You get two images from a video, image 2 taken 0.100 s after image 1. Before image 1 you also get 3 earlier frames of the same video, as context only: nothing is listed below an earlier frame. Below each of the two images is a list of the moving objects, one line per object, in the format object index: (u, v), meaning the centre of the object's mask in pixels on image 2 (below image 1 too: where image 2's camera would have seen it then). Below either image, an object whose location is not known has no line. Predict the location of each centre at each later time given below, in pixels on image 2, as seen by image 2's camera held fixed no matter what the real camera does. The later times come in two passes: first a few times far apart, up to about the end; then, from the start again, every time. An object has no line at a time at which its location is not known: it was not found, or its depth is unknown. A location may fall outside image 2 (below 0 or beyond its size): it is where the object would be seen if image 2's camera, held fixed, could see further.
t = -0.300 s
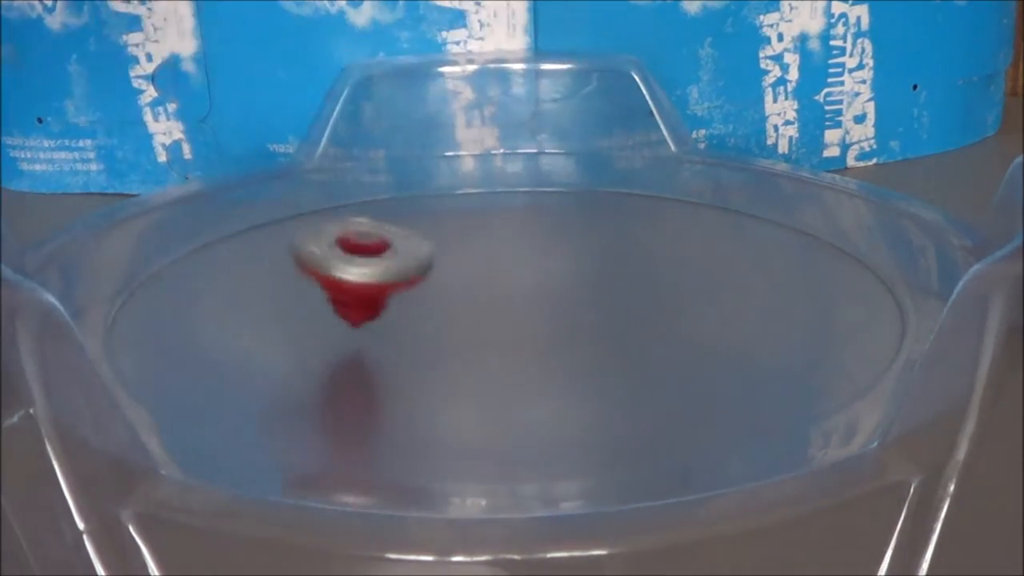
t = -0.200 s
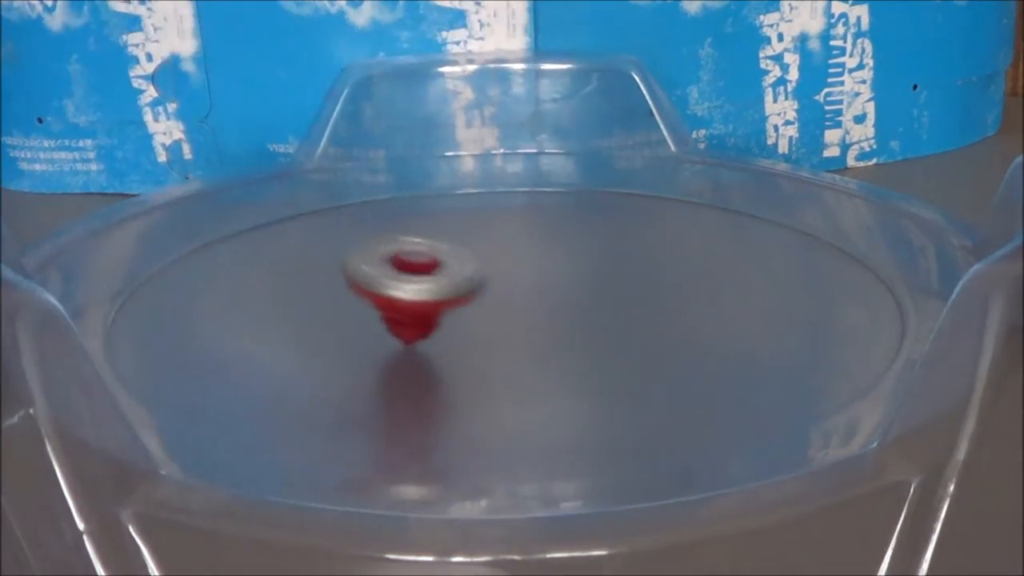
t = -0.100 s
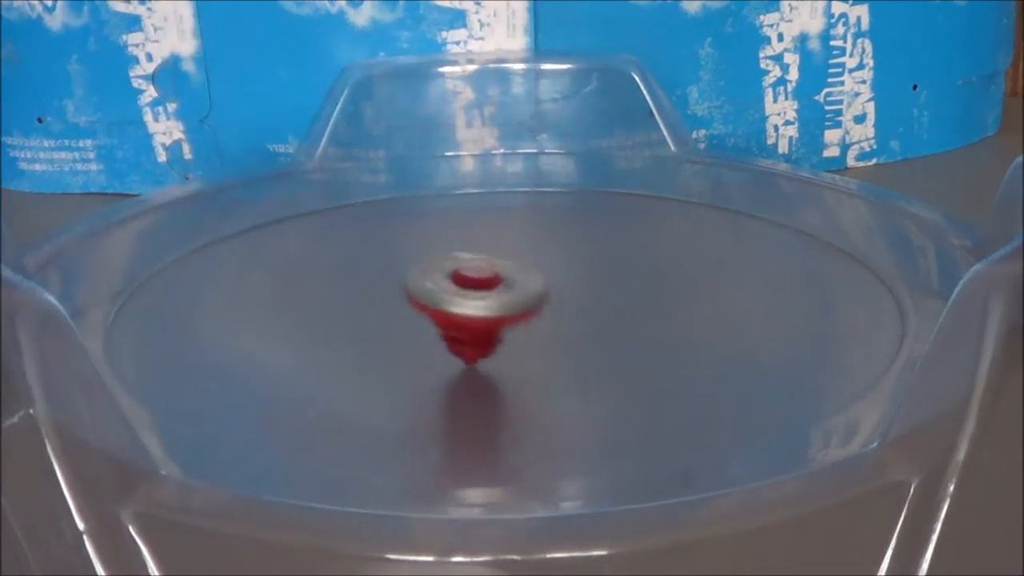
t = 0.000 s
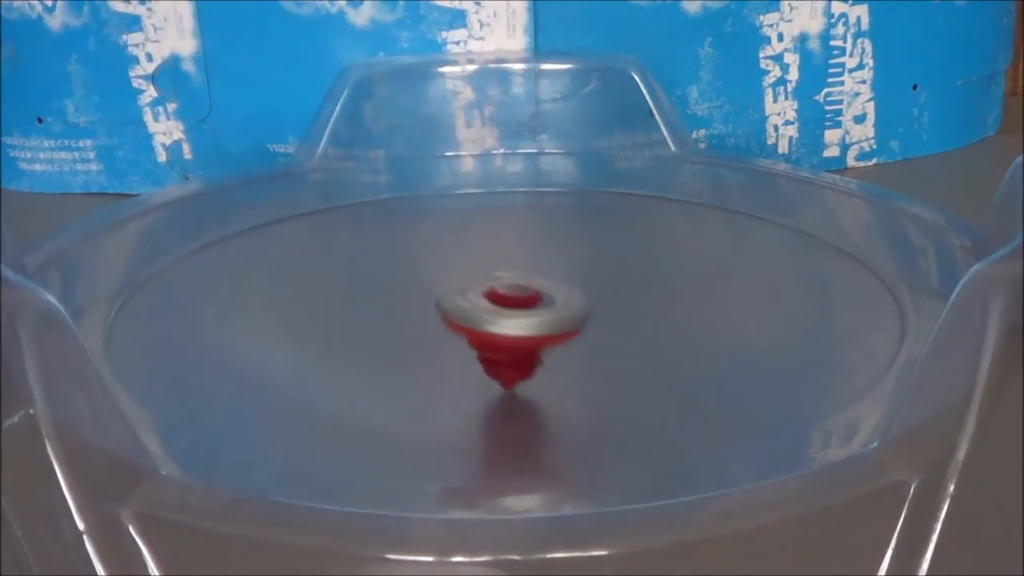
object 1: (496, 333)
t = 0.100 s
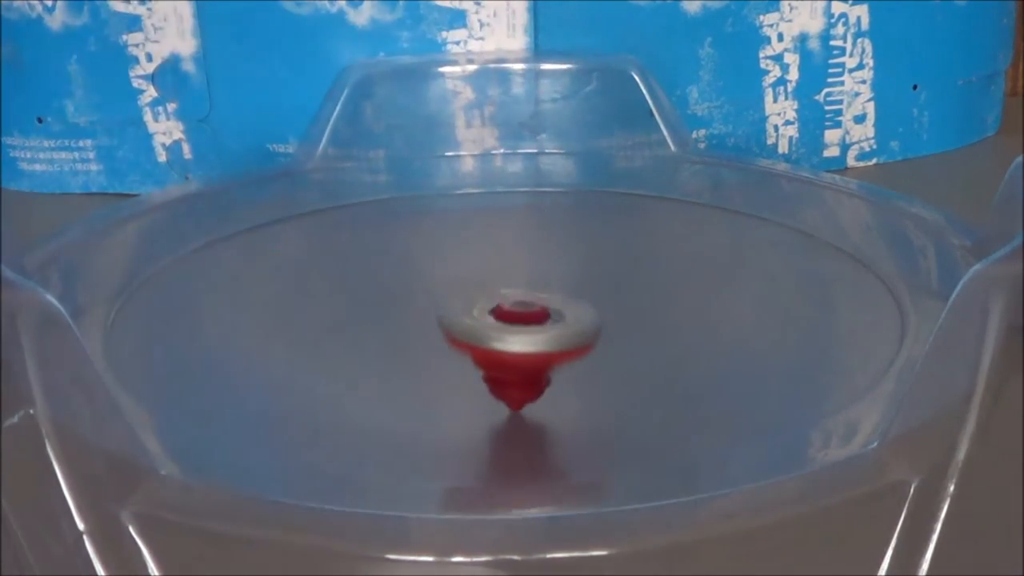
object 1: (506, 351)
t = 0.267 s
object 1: (423, 357)
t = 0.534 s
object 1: (419, 292)
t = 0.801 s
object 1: (693, 260)
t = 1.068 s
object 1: (635, 363)
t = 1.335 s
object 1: (344, 266)
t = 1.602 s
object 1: (557, 161)
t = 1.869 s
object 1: (755, 224)
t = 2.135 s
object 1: (411, 345)
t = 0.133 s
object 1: (497, 354)
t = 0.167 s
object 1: (483, 358)
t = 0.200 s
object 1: (467, 359)
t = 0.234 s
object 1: (446, 359)
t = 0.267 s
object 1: (423, 357)
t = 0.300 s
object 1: (397, 354)
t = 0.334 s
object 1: (375, 347)
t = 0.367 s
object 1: (360, 339)
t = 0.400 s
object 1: (354, 330)
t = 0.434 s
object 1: (363, 319)
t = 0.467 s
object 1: (376, 310)
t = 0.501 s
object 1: (395, 300)
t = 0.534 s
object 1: (419, 292)
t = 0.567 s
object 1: (451, 283)
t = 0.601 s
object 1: (486, 276)
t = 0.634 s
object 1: (522, 266)
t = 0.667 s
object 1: (562, 263)
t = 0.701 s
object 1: (595, 257)
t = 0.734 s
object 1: (633, 256)
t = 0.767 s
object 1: (666, 257)
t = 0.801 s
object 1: (693, 260)
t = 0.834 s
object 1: (722, 266)
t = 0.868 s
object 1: (741, 275)
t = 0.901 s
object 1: (751, 287)
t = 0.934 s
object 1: (755, 300)
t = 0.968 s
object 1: (749, 315)
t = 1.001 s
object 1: (727, 333)
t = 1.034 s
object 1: (684, 351)
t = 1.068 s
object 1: (635, 363)
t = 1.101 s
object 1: (575, 370)
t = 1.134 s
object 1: (515, 372)
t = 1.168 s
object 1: (459, 368)
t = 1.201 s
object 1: (407, 342)
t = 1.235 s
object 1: (371, 326)
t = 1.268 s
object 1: (349, 325)
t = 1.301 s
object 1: (343, 305)
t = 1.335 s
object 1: (344, 266)
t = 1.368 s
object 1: (347, 249)
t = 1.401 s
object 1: (371, 225)
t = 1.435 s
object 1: (390, 209)
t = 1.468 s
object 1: (418, 198)
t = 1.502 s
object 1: (449, 183)
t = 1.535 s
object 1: (483, 175)
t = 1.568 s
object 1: (519, 169)
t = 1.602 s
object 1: (557, 161)
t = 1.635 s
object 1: (590, 161)
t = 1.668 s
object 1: (626, 158)
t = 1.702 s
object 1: (658, 160)
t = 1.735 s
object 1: (691, 166)
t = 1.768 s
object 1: (718, 175)
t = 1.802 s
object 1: (742, 189)
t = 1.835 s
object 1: (755, 201)
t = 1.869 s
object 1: (755, 224)
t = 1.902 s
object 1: (755, 244)
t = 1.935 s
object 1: (740, 269)
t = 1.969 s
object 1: (706, 294)
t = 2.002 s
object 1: (663, 315)
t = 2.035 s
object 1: (605, 329)
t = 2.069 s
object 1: (542, 342)
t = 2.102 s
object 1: (477, 346)
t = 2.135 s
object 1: (411, 345)
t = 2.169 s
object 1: (355, 338)
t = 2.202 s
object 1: (305, 327)
